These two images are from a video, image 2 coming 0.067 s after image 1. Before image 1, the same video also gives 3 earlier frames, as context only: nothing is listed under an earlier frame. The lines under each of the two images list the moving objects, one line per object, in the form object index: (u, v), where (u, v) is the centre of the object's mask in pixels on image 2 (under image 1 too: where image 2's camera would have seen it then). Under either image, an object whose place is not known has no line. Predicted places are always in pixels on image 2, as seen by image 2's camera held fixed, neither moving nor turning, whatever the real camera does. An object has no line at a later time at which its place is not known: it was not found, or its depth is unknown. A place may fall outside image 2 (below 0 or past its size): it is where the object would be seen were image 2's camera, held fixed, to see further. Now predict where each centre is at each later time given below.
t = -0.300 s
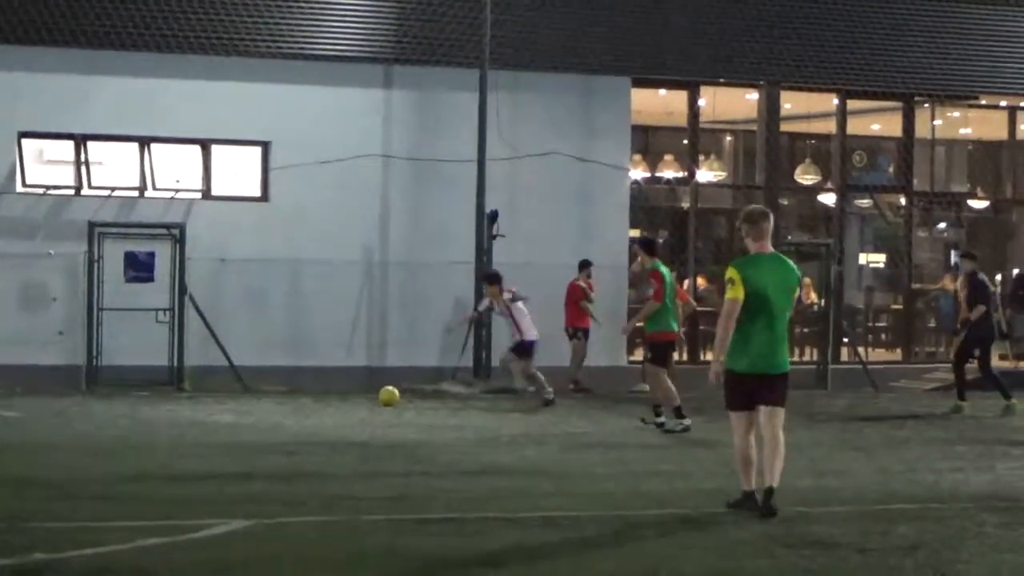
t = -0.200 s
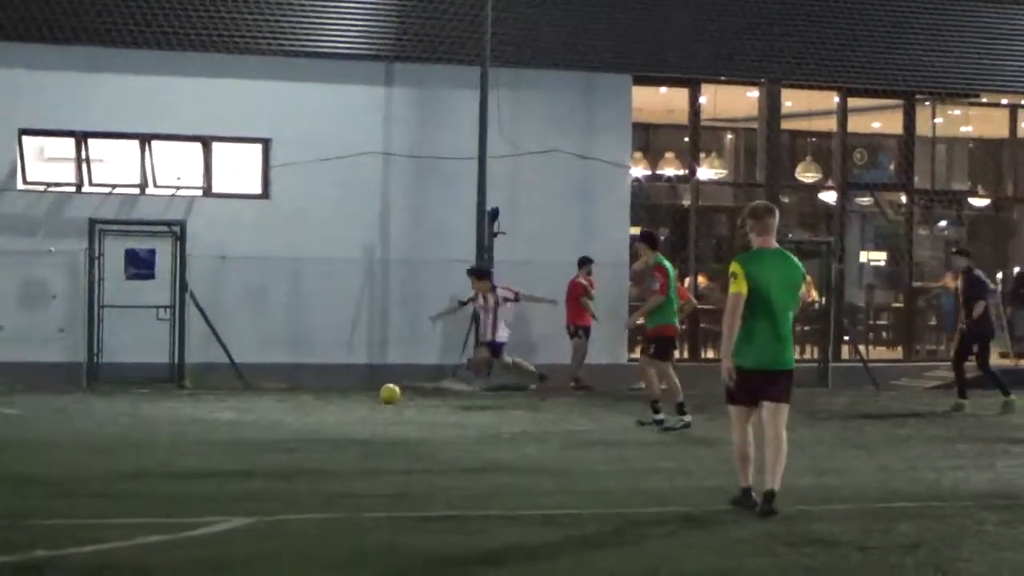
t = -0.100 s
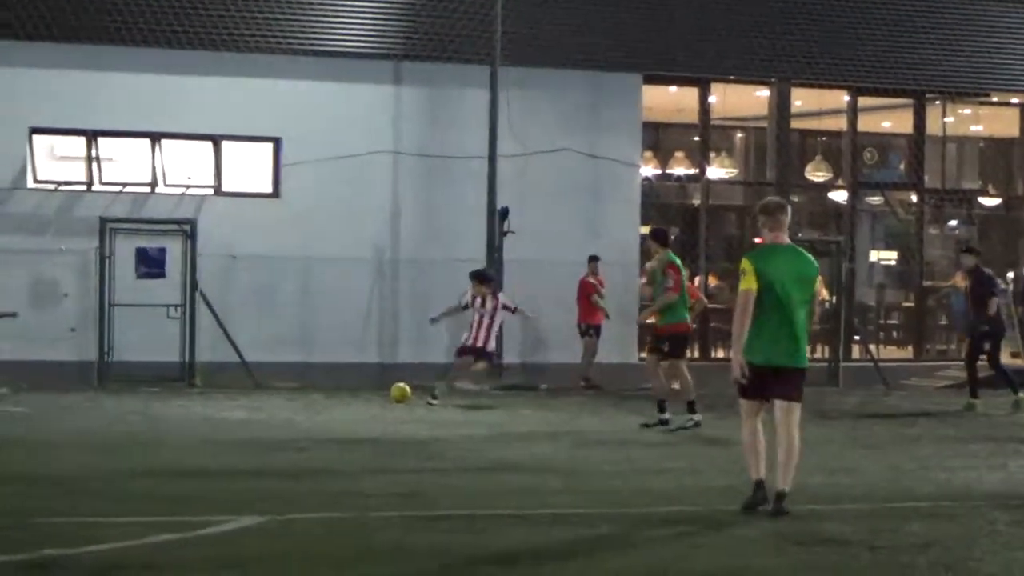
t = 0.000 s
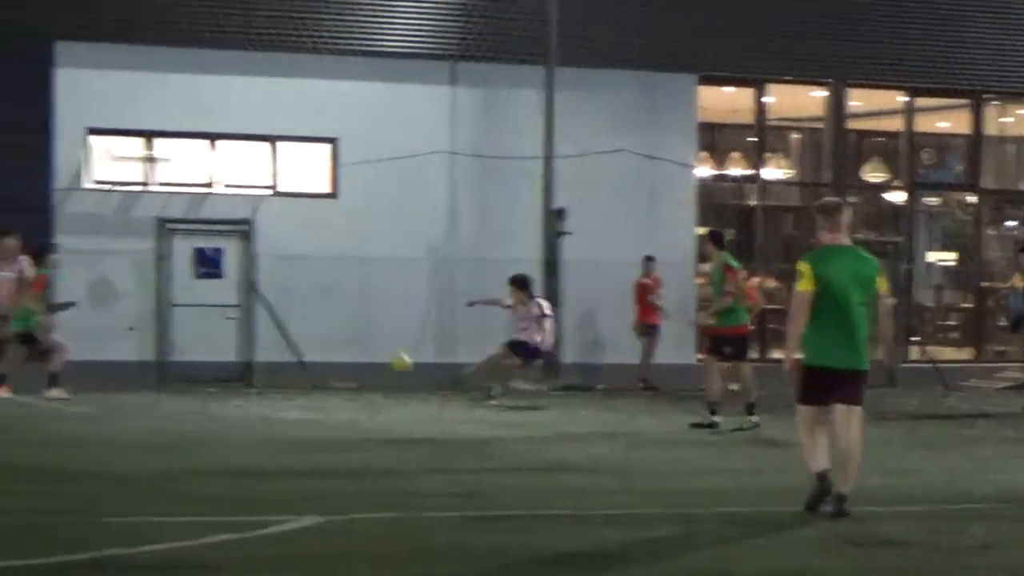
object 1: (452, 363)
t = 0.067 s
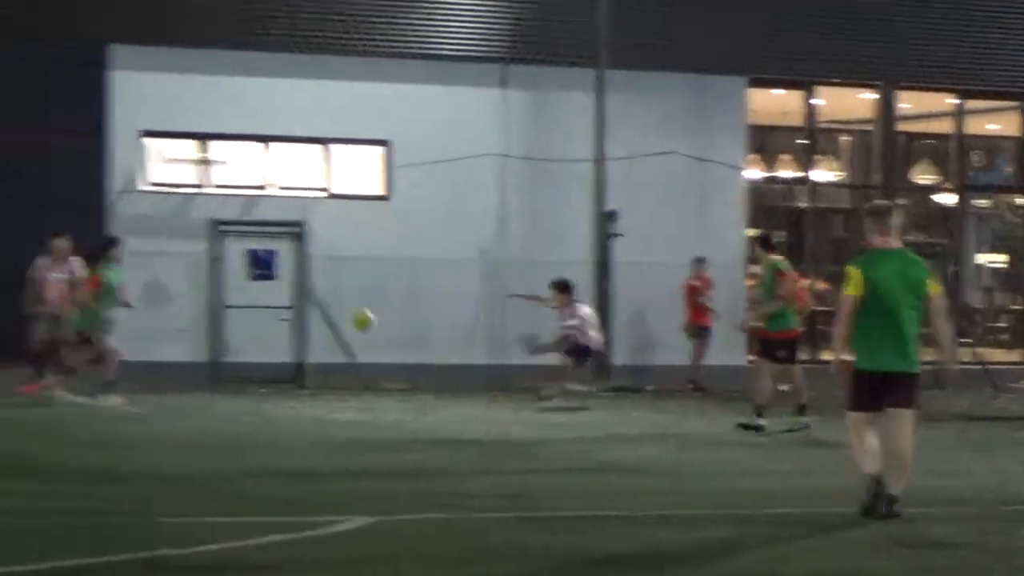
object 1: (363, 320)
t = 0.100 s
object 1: (317, 297)
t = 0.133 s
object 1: (270, 275)
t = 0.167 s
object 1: (220, 253)
